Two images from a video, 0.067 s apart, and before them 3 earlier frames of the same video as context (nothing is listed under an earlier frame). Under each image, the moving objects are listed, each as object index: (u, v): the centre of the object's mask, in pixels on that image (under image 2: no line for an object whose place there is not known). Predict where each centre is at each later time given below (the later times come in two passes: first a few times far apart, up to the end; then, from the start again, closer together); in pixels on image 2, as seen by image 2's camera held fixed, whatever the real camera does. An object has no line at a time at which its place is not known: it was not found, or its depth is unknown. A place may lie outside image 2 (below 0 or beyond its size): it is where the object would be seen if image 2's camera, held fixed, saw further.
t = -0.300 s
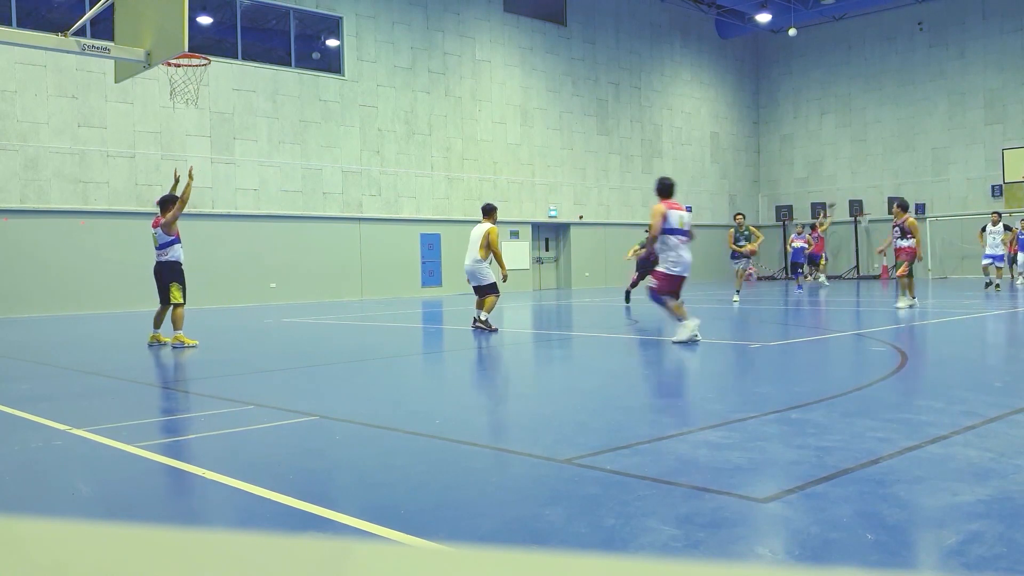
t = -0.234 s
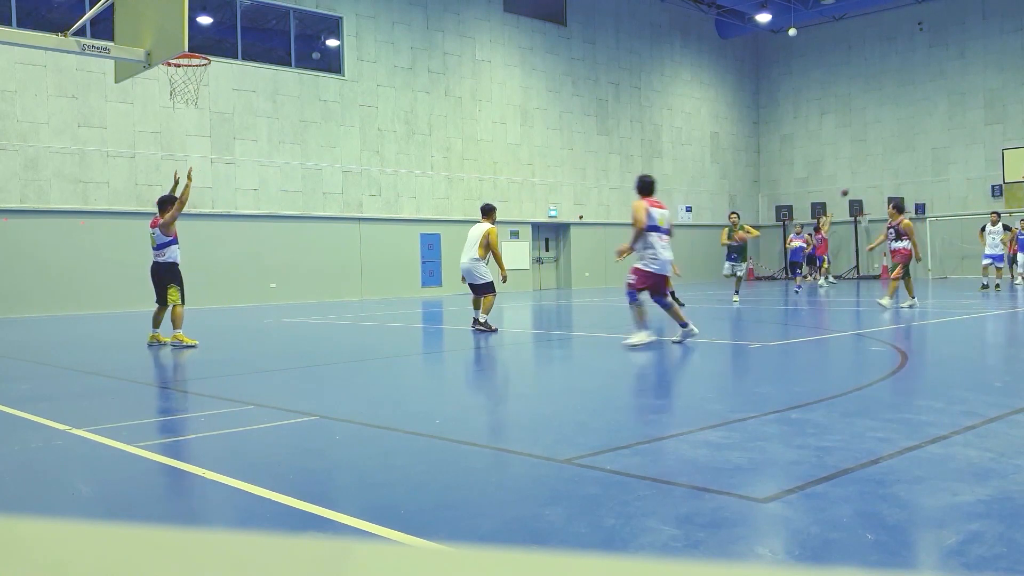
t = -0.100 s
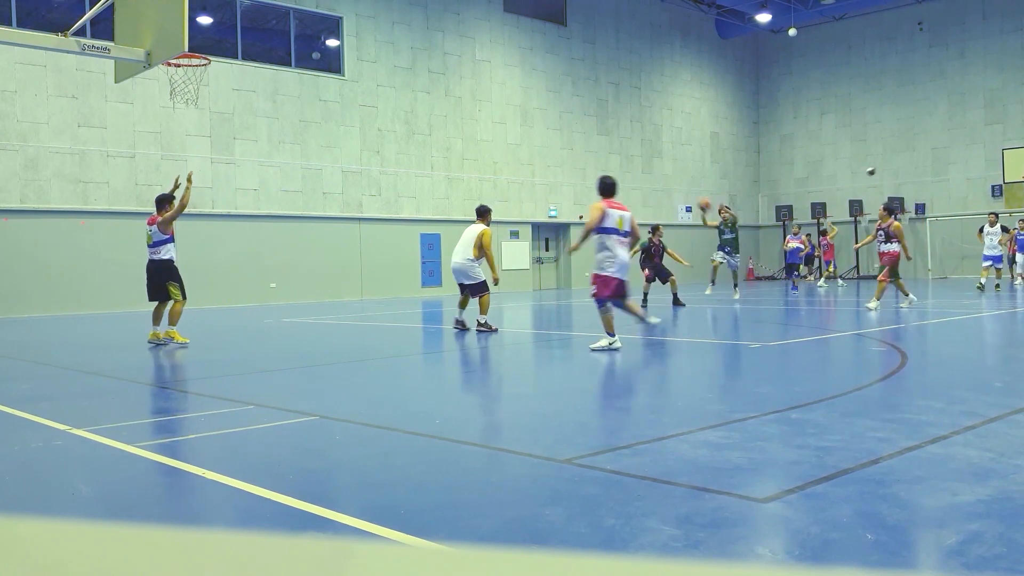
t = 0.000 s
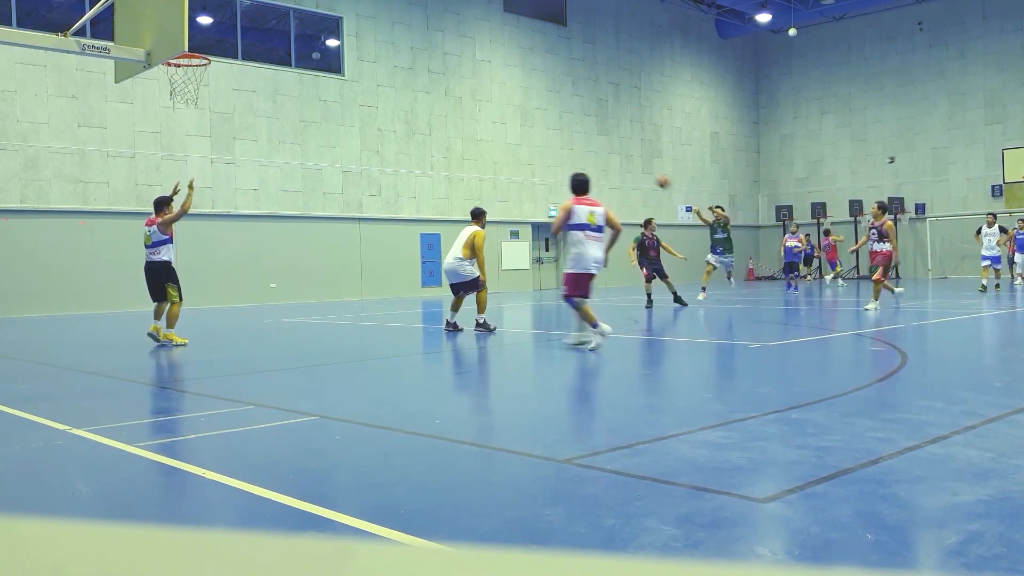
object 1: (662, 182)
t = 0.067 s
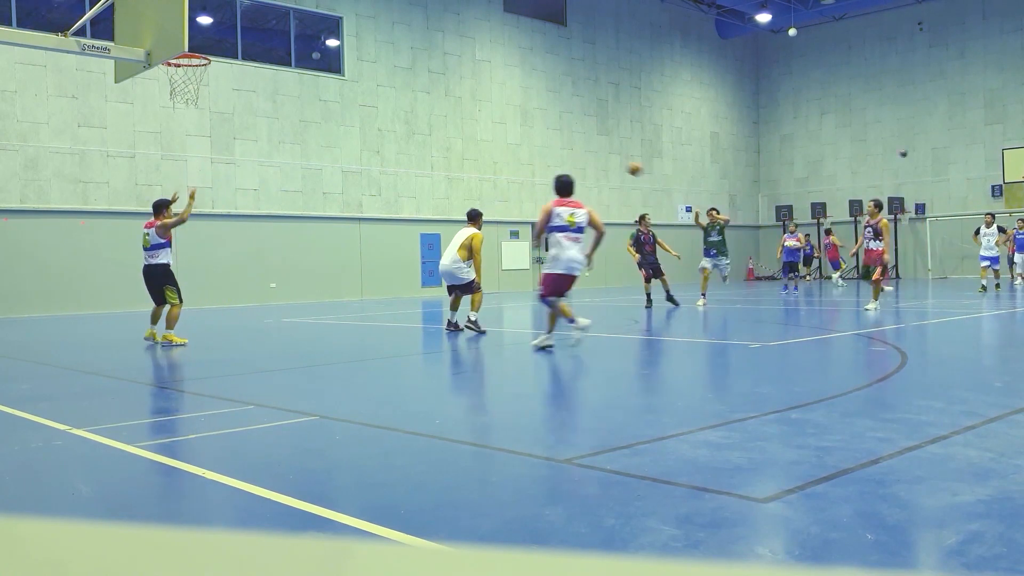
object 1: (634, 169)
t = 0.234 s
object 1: (556, 145)
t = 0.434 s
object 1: (452, 137)
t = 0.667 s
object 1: (309, 161)
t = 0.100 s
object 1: (619, 163)
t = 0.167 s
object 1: (588, 153)
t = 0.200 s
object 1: (572, 149)
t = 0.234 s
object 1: (556, 145)
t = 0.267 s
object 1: (539, 143)
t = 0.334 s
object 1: (505, 139)
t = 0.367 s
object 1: (488, 137)
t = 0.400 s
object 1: (470, 137)
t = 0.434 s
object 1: (452, 137)
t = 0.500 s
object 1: (413, 140)
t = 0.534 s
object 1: (394, 143)
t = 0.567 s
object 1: (374, 145)
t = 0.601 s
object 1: (353, 150)
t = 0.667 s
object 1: (309, 161)
